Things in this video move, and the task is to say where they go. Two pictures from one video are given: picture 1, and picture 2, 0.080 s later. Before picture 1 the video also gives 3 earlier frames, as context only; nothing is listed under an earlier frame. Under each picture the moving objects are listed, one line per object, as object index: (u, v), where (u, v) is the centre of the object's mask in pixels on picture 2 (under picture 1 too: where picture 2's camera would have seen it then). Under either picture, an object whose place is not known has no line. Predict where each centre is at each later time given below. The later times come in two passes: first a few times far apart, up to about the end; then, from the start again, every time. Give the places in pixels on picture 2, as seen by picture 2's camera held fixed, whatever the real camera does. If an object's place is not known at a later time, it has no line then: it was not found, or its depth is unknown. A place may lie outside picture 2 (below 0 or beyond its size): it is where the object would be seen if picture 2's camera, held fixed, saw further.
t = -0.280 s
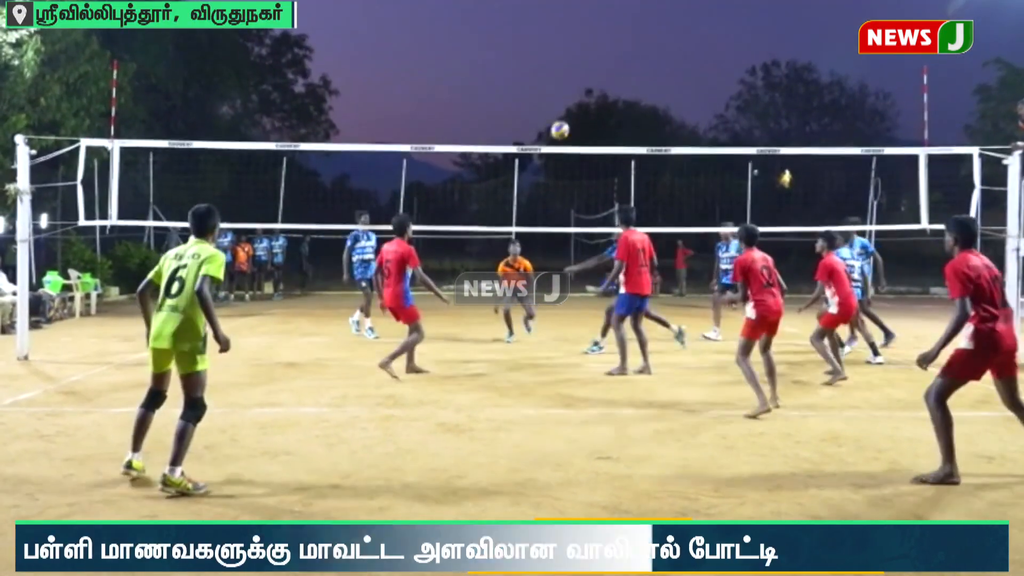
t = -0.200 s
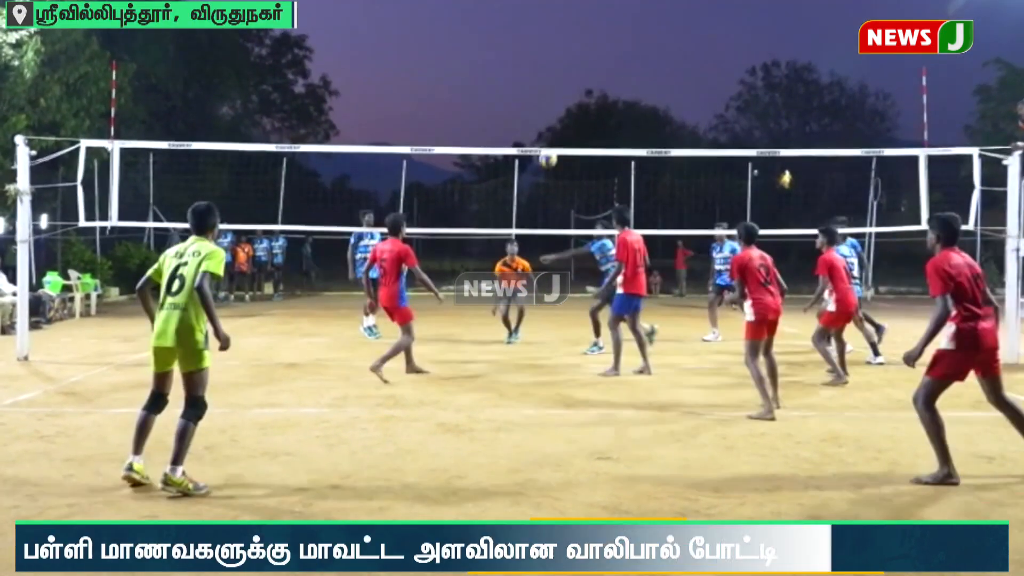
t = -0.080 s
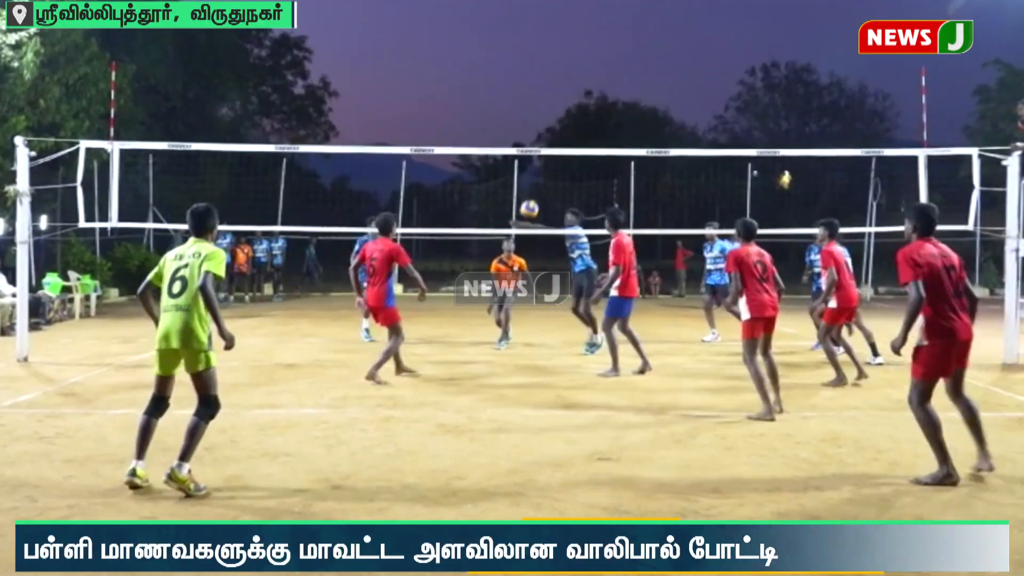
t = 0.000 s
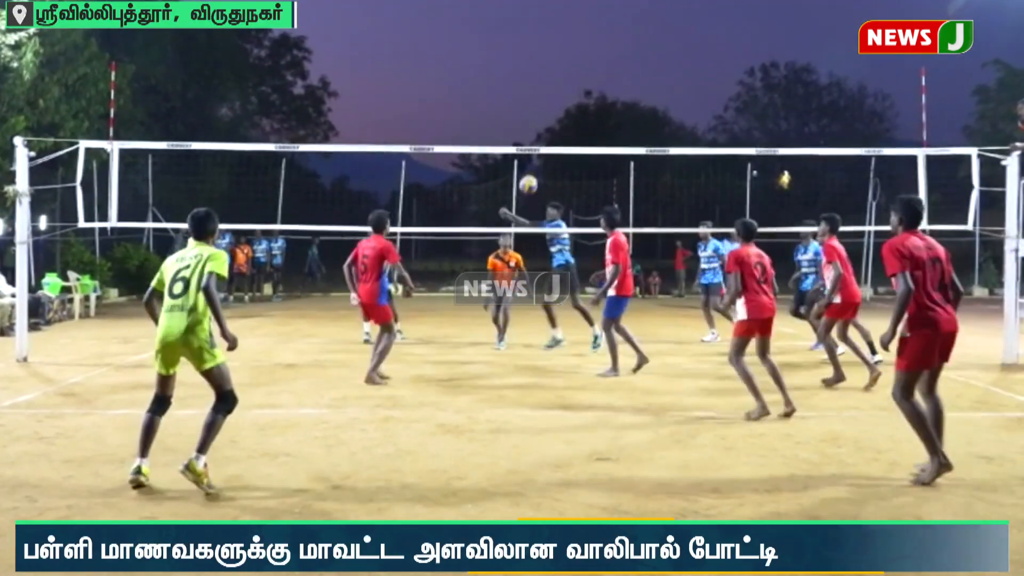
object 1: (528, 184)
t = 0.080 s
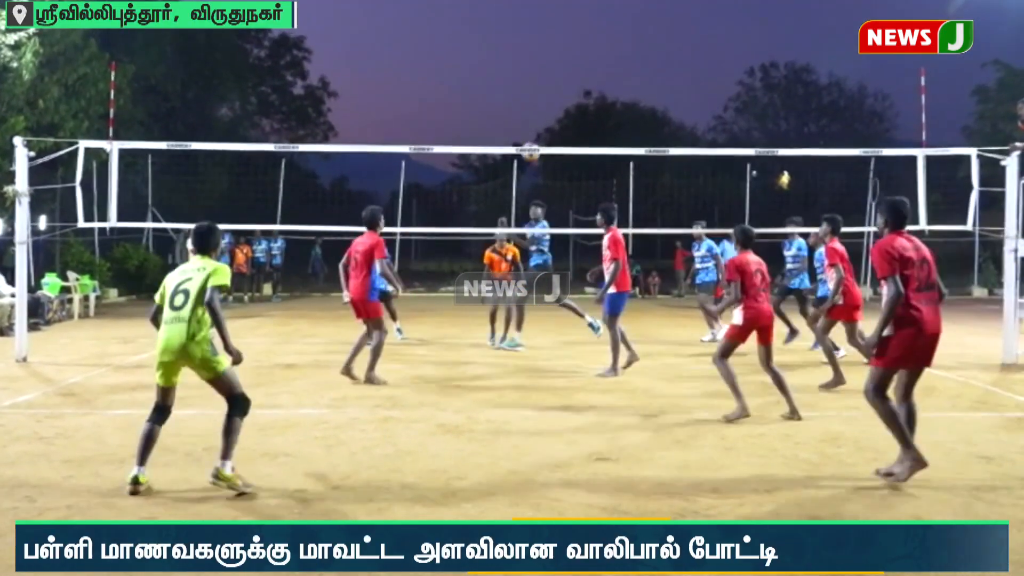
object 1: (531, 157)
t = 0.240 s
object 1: (535, 97)
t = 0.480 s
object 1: (545, 51)
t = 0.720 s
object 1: (555, 56)
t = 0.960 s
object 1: (566, 127)
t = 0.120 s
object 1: (531, 136)
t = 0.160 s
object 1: (532, 122)
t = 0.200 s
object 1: (534, 109)
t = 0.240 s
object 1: (535, 97)
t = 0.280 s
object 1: (537, 86)
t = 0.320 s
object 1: (538, 77)
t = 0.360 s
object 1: (540, 69)
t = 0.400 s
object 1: (541, 62)
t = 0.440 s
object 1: (543, 56)
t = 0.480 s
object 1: (545, 51)
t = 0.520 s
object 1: (546, 48)
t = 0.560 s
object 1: (548, 47)
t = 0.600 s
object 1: (550, 47)
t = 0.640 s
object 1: (551, 49)
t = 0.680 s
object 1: (553, 52)
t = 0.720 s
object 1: (555, 56)
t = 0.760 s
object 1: (557, 63)
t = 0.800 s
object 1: (559, 72)
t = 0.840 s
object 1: (561, 83)
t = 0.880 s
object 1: (562, 96)
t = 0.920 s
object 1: (564, 111)
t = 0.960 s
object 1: (566, 127)
